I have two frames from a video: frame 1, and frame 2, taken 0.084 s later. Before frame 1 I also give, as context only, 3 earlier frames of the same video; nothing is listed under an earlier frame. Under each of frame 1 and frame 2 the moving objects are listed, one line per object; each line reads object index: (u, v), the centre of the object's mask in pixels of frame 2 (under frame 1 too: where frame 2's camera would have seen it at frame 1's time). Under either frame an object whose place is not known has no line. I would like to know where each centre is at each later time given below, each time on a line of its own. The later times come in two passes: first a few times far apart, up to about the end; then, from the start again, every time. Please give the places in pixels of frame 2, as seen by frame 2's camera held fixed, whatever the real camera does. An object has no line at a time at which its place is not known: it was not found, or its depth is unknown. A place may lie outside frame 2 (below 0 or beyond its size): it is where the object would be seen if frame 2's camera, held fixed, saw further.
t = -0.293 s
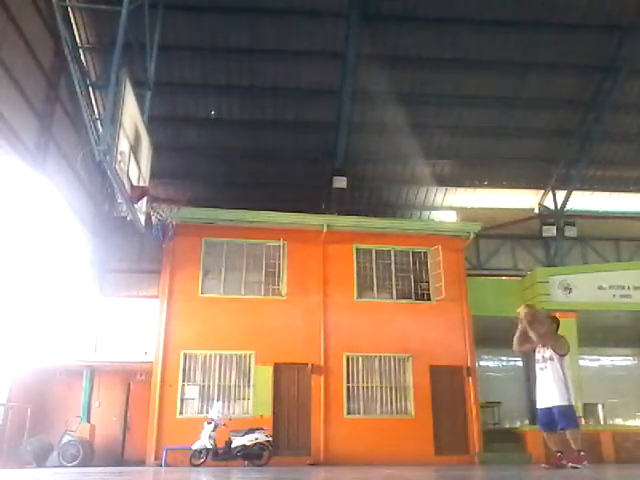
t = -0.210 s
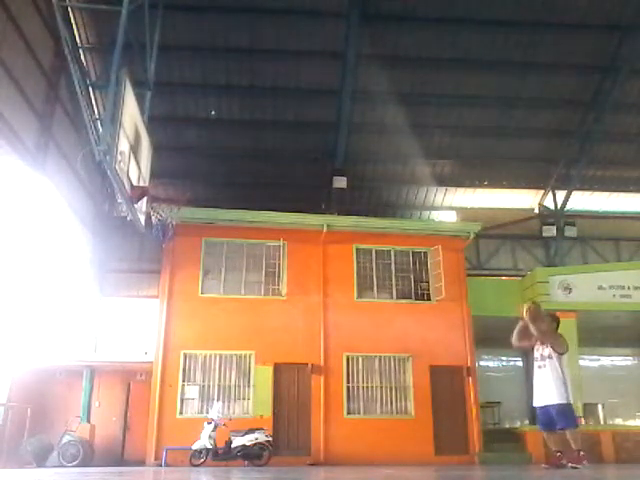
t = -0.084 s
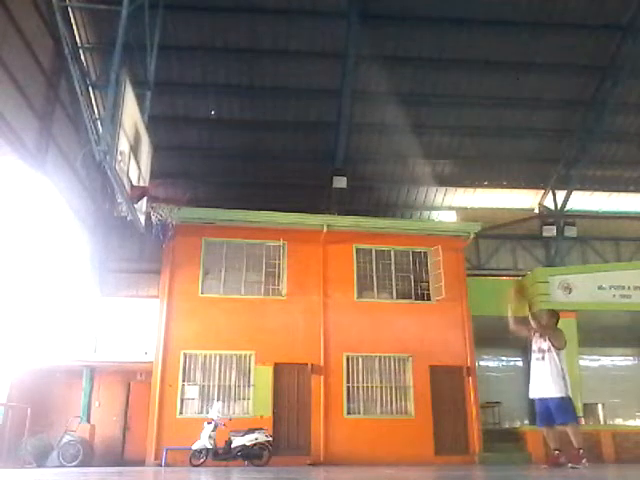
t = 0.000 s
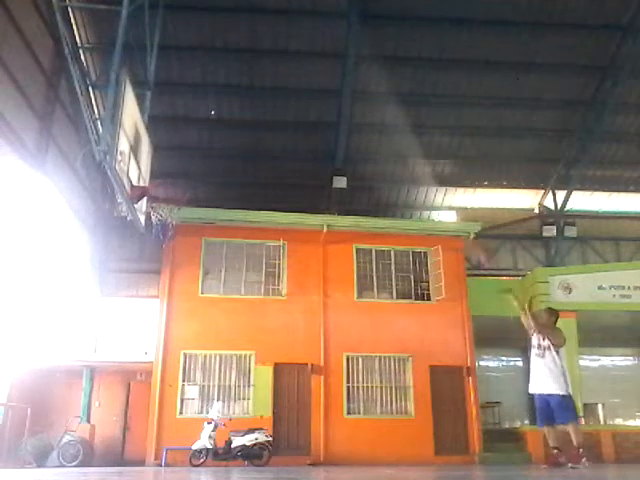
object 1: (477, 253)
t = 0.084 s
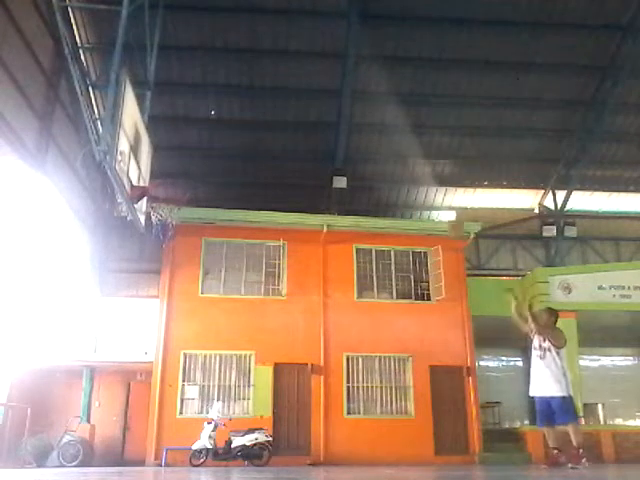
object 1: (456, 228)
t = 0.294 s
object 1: (369, 175)
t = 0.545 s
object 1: (279, 157)
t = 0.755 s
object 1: (200, 180)
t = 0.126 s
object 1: (432, 213)
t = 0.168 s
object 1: (417, 200)
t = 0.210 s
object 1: (399, 194)
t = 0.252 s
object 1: (383, 182)
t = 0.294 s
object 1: (369, 175)
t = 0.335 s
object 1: (353, 168)
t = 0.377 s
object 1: (337, 164)
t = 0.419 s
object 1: (323, 160)
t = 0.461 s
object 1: (313, 159)
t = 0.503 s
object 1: (295, 157)
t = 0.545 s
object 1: (279, 157)
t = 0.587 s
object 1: (264, 159)
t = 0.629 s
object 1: (248, 161)
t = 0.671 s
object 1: (233, 166)
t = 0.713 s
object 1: (217, 170)
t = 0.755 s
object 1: (200, 180)
